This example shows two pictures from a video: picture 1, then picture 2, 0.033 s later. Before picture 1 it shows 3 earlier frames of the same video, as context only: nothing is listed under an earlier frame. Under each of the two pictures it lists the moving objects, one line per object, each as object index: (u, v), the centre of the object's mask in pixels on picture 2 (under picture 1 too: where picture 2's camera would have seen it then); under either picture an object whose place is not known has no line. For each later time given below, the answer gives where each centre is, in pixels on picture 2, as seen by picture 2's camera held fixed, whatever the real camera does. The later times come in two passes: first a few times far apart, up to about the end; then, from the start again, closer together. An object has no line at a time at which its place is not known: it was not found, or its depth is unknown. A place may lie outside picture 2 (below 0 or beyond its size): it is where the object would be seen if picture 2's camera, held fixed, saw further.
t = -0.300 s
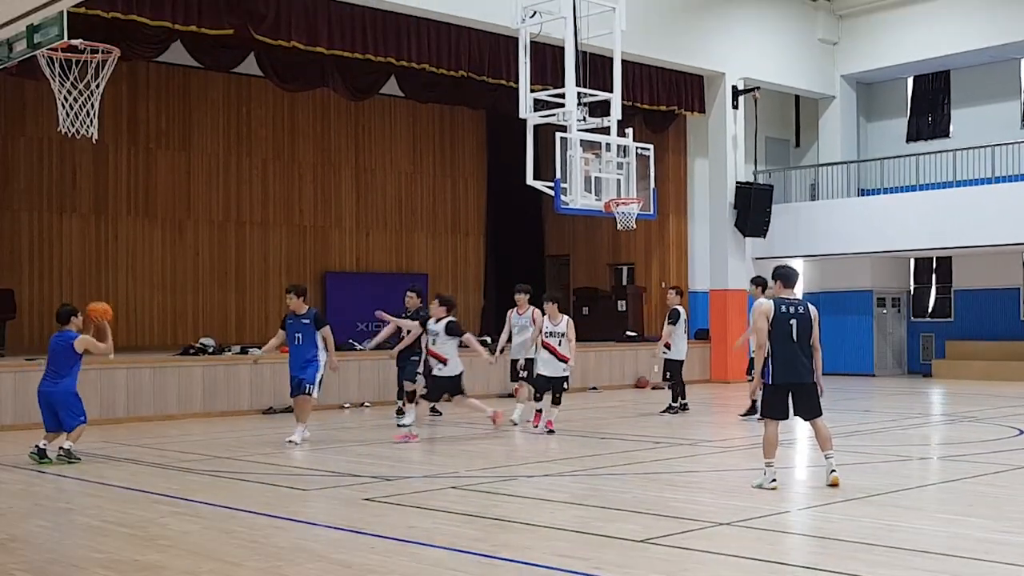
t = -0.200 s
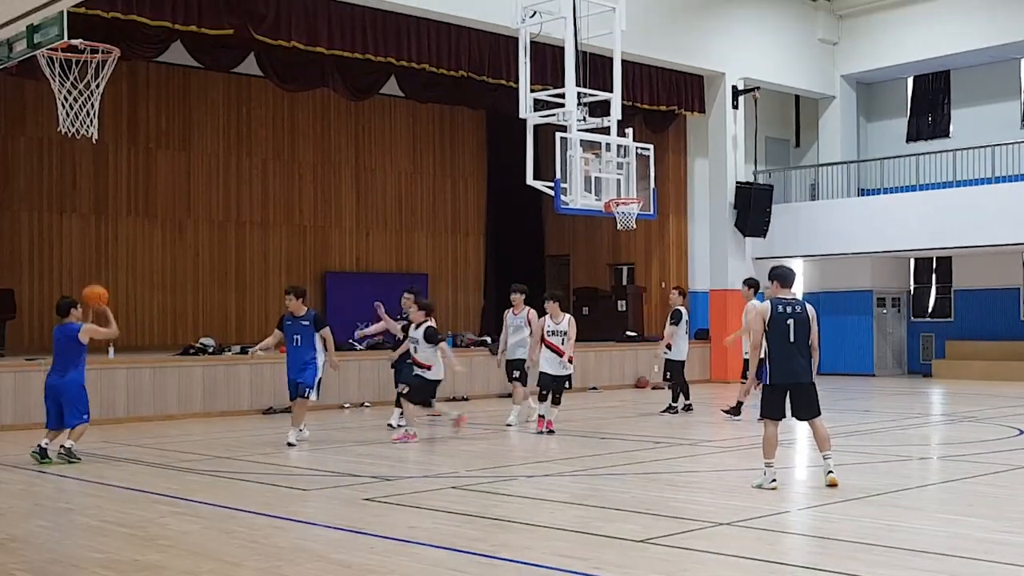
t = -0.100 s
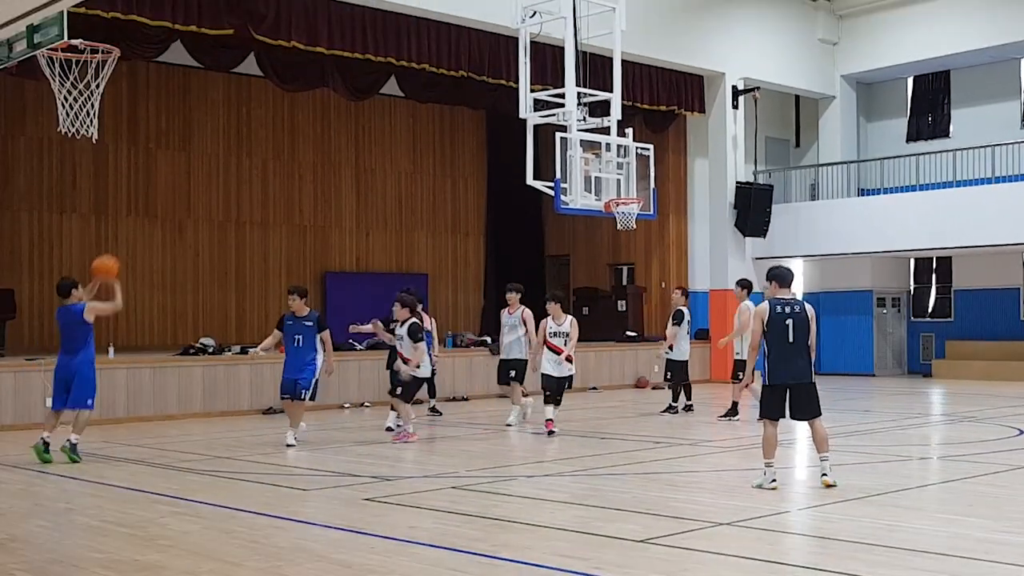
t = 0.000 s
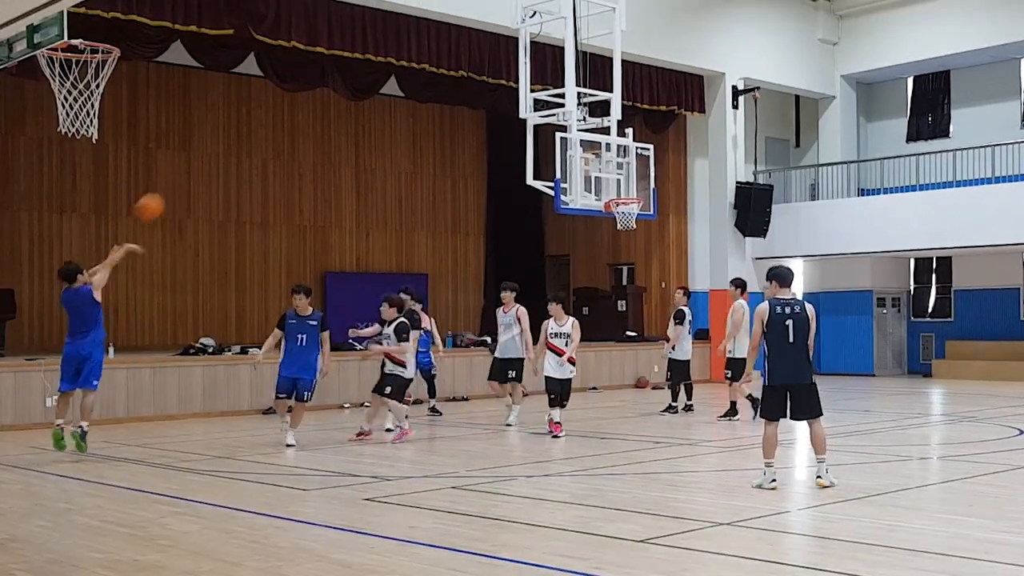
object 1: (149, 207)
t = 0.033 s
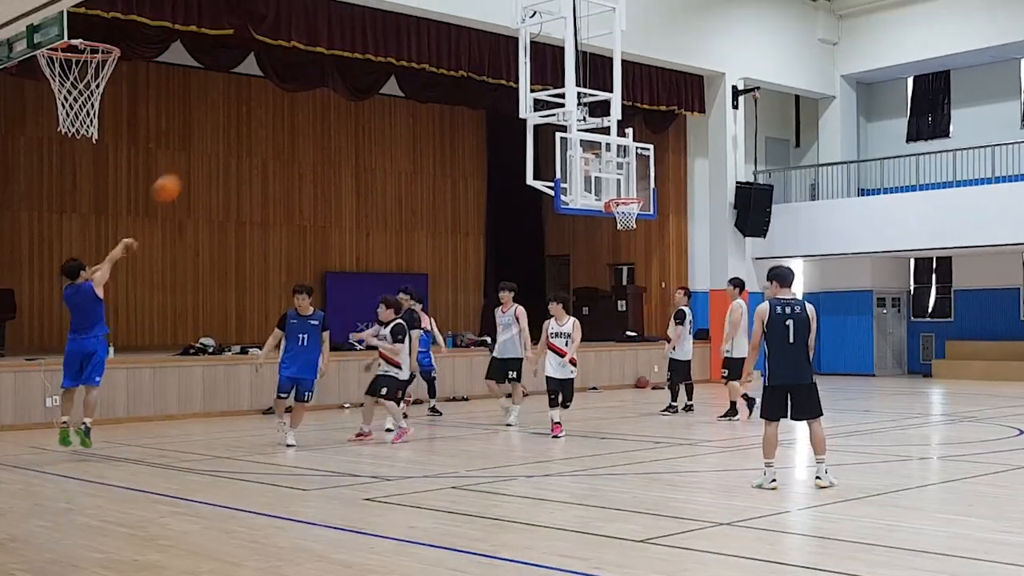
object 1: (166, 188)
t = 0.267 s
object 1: (278, 90)
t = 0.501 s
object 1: (376, 47)
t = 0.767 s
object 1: (472, 57)
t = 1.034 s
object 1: (557, 115)
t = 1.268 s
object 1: (623, 200)
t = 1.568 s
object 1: (660, 246)
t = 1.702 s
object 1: (674, 276)
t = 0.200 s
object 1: (248, 112)
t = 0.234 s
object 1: (263, 100)
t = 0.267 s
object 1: (278, 90)
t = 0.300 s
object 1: (292, 81)
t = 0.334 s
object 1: (307, 72)
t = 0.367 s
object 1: (321, 66)
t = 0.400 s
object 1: (335, 60)
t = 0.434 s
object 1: (349, 55)
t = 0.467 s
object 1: (362, 51)
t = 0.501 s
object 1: (376, 47)
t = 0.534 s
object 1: (388, 46)
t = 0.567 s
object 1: (401, 45)
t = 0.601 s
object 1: (413, 45)
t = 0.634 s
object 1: (425, 45)
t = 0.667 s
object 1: (438, 47)
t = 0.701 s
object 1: (449, 49)
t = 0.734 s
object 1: (461, 52)
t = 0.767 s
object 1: (472, 57)
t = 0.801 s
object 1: (484, 61)
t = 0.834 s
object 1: (495, 67)
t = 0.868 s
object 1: (506, 73)
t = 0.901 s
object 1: (515, 79)
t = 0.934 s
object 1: (527, 87)
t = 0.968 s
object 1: (538, 96)
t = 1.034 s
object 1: (557, 115)
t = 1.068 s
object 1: (567, 125)
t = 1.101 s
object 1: (577, 136)
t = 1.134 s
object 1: (587, 148)
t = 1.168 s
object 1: (595, 159)
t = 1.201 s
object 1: (605, 173)
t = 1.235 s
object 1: (613, 187)
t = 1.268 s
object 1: (623, 200)
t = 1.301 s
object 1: (634, 212)
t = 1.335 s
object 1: (636, 218)
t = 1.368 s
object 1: (639, 221)
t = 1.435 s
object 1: (647, 225)
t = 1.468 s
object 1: (650, 229)
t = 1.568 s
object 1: (660, 246)
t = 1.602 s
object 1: (663, 252)
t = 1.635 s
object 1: (667, 259)
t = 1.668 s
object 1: (670, 267)
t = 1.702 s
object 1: (674, 276)
